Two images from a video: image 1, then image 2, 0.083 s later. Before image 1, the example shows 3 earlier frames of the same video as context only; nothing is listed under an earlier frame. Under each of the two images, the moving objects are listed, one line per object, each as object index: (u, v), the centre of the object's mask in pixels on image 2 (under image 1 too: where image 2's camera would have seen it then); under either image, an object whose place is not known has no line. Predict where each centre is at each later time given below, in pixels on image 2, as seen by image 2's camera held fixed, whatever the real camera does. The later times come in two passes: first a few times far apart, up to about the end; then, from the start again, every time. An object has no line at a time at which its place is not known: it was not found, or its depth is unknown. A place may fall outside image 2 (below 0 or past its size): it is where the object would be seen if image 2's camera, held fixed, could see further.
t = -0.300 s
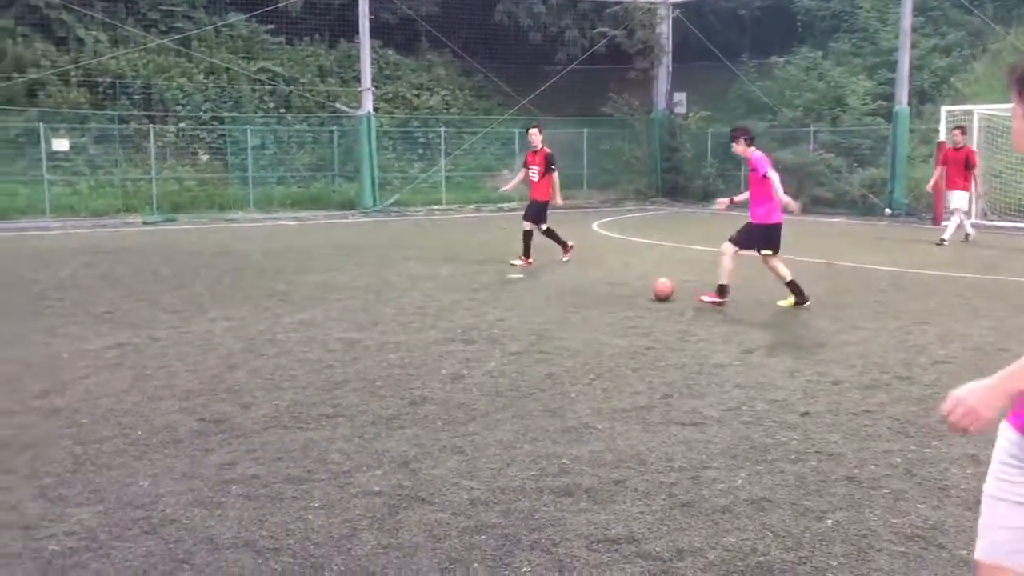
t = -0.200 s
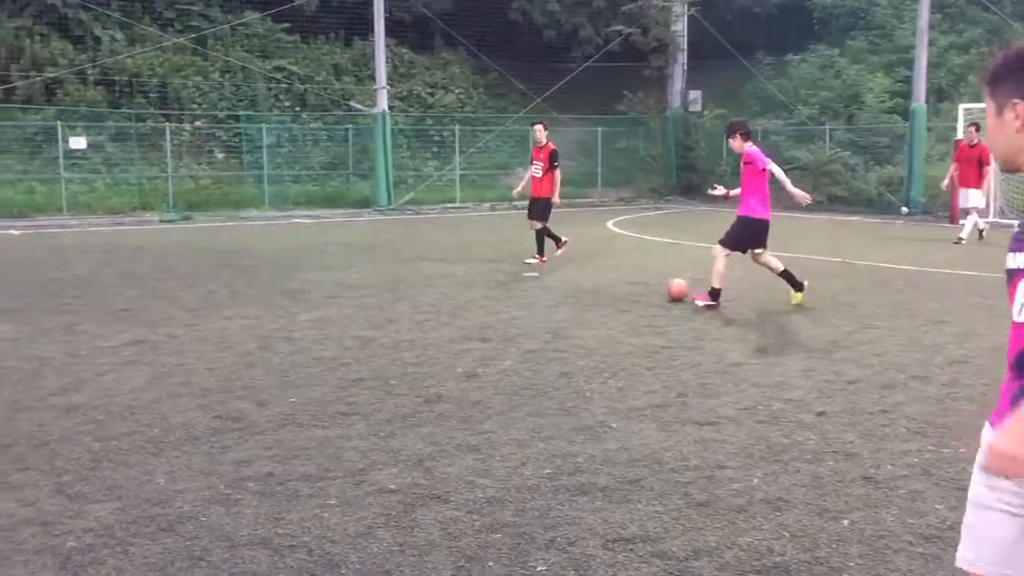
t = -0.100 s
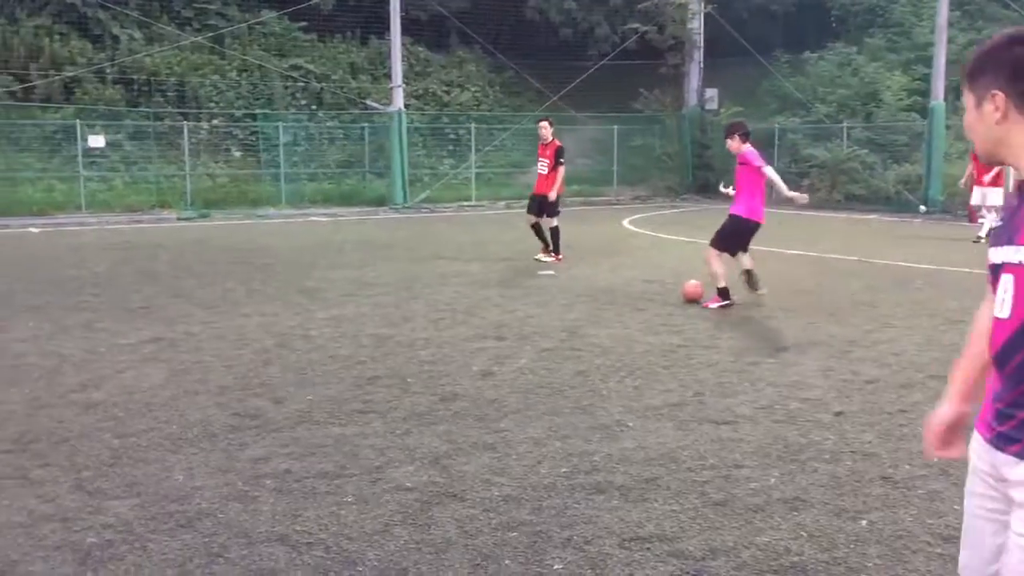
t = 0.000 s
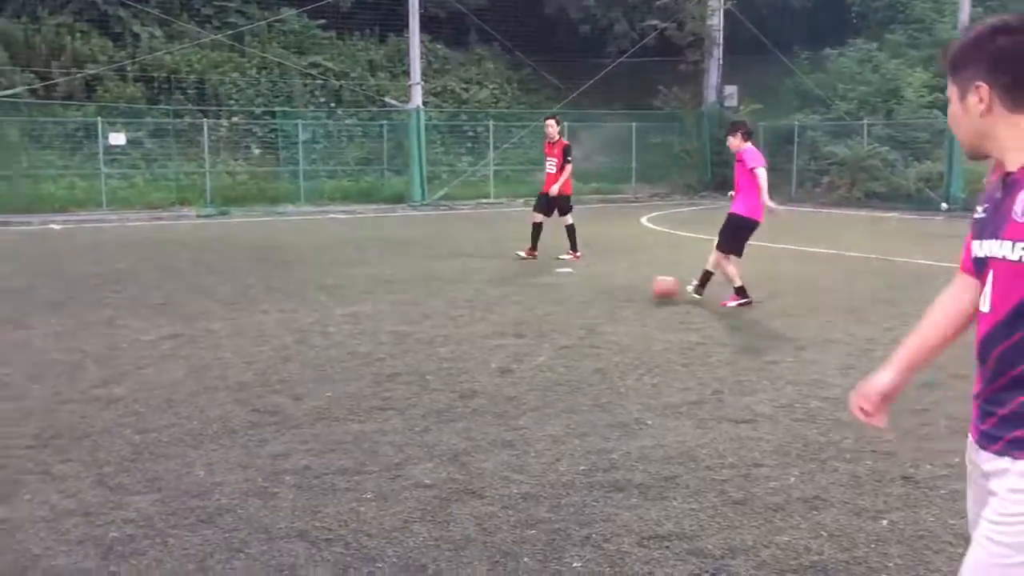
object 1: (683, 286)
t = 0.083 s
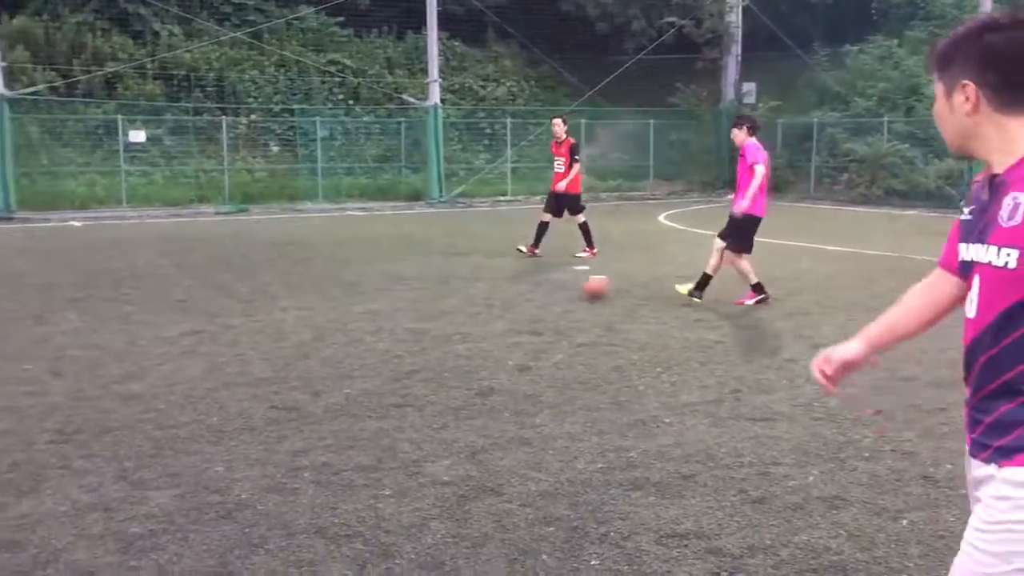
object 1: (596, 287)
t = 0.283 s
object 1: (415, 287)
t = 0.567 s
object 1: (213, 287)
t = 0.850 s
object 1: (40, 286)
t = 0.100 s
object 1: (580, 288)
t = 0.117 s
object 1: (564, 288)
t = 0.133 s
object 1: (548, 286)
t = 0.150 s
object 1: (533, 286)
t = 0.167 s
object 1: (518, 286)
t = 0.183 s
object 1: (502, 285)
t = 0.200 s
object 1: (488, 285)
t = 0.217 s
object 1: (472, 286)
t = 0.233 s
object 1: (457, 287)
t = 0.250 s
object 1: (441, 288)
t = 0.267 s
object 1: (428, 287)
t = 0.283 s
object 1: (415, 287)
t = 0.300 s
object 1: (401, 287)
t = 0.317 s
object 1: (388, 287)
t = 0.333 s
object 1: (375, 287)
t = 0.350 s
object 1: (362, 287)
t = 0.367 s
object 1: (350, 287)
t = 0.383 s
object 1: (338, 286)
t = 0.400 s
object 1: (325, 287)
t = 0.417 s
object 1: (313, 287)
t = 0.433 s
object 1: (301, 287)
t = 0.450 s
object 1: (290, 287)
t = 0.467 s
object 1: (278, 287)
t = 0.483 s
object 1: (268, 287)
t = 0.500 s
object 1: (257, 287)
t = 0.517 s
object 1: (245, 287)
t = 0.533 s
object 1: (234, 287)
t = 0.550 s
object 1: (223, 287)
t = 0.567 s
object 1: (213, 287)
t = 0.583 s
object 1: (202, 287)
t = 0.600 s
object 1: (192, 287)
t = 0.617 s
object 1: (182, 287)
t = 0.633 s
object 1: (172, 287)
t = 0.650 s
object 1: (162, 287)
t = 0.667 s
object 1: (151, 287)
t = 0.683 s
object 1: (141, 287)
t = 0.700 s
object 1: (131, 287)
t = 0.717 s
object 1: (120, 286)
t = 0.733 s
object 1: (111, 287)
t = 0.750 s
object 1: (100, 287)
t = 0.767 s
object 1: (90, 287)
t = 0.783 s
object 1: (81, 287)
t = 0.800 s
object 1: (70, 286)
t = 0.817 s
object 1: (60, 286)
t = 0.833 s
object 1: (50, 286)
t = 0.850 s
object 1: (40, 286)
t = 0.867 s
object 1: (30, 286)
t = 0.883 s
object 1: (20, 287)
